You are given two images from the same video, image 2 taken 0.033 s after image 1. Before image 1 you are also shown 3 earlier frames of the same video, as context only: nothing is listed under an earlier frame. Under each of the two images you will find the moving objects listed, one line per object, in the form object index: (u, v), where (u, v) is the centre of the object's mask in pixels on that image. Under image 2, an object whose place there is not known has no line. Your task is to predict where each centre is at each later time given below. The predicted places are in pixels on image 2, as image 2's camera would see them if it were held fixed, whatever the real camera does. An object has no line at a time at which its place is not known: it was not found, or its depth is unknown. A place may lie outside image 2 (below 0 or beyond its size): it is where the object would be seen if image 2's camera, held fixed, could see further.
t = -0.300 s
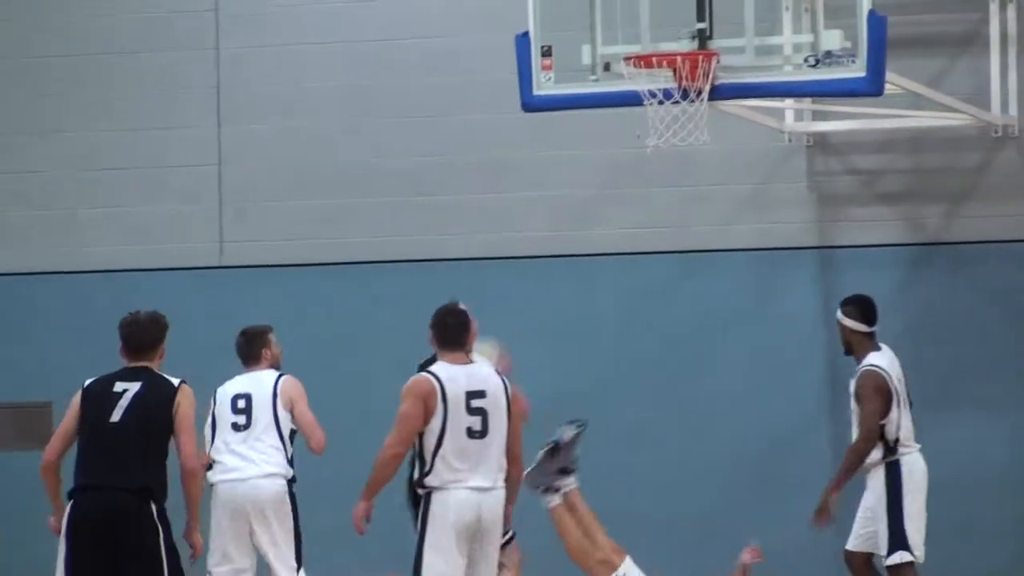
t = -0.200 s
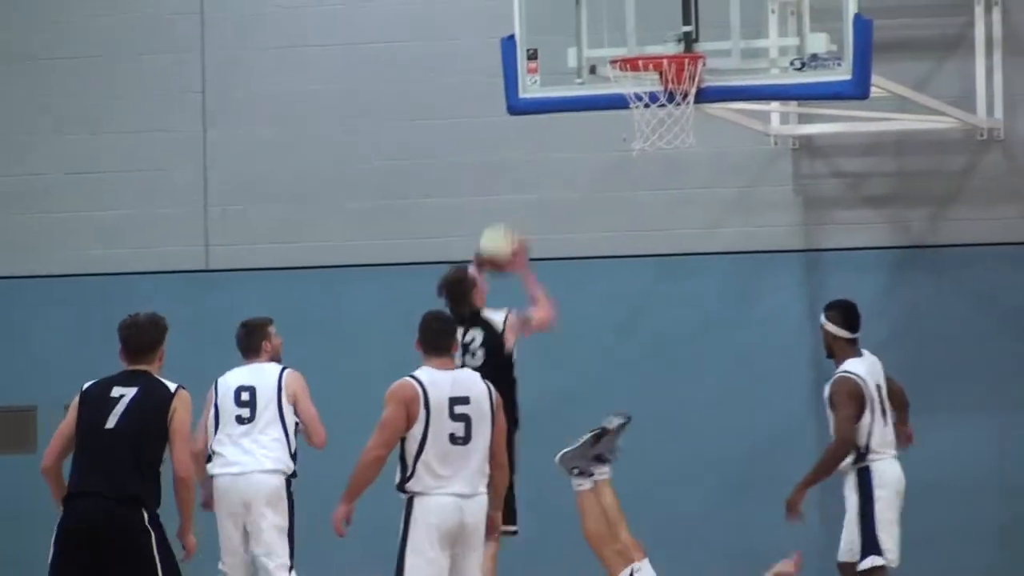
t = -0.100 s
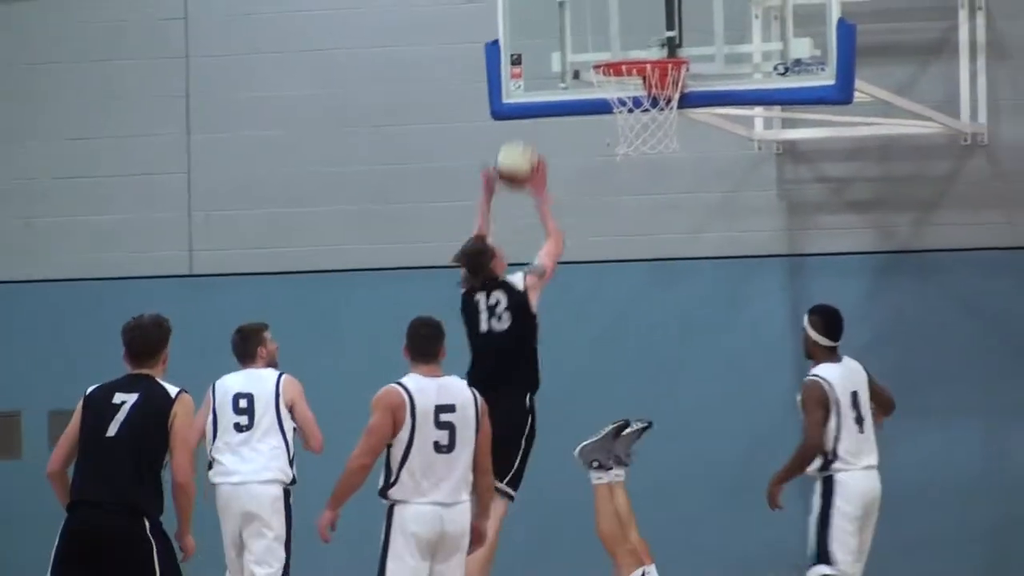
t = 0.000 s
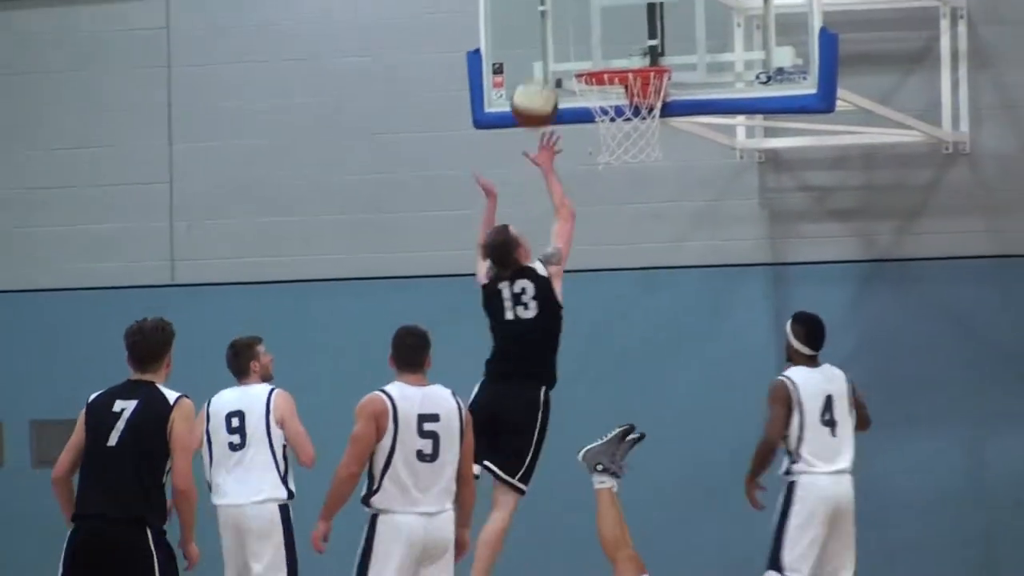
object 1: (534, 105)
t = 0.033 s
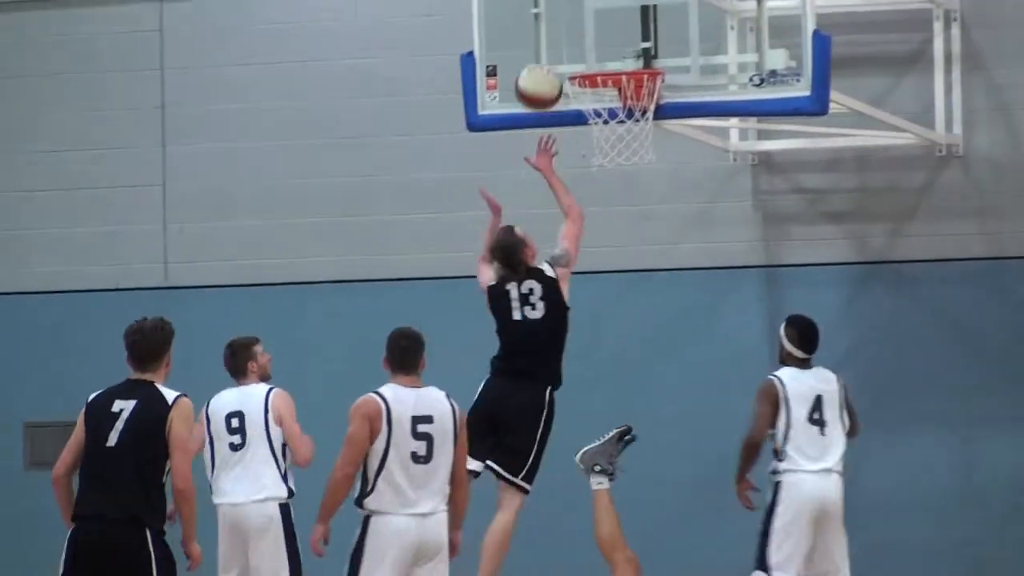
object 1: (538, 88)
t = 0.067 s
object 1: (550, 70)
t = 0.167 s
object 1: (584, 33)
